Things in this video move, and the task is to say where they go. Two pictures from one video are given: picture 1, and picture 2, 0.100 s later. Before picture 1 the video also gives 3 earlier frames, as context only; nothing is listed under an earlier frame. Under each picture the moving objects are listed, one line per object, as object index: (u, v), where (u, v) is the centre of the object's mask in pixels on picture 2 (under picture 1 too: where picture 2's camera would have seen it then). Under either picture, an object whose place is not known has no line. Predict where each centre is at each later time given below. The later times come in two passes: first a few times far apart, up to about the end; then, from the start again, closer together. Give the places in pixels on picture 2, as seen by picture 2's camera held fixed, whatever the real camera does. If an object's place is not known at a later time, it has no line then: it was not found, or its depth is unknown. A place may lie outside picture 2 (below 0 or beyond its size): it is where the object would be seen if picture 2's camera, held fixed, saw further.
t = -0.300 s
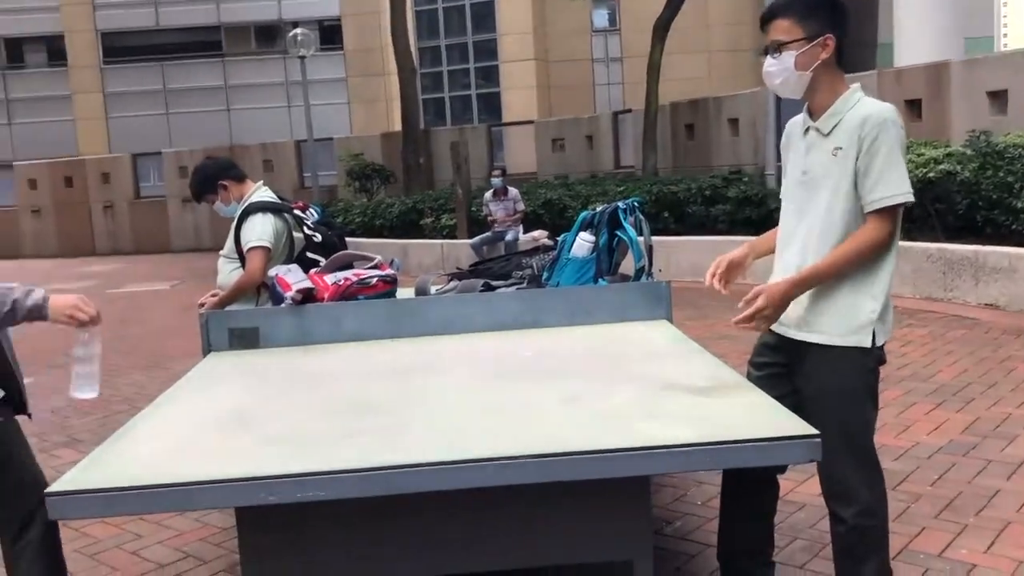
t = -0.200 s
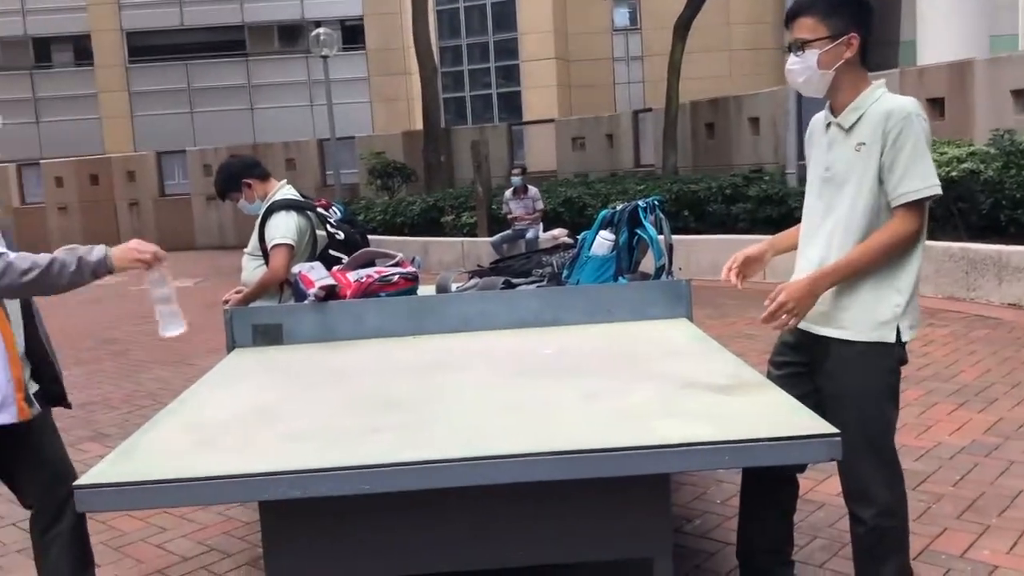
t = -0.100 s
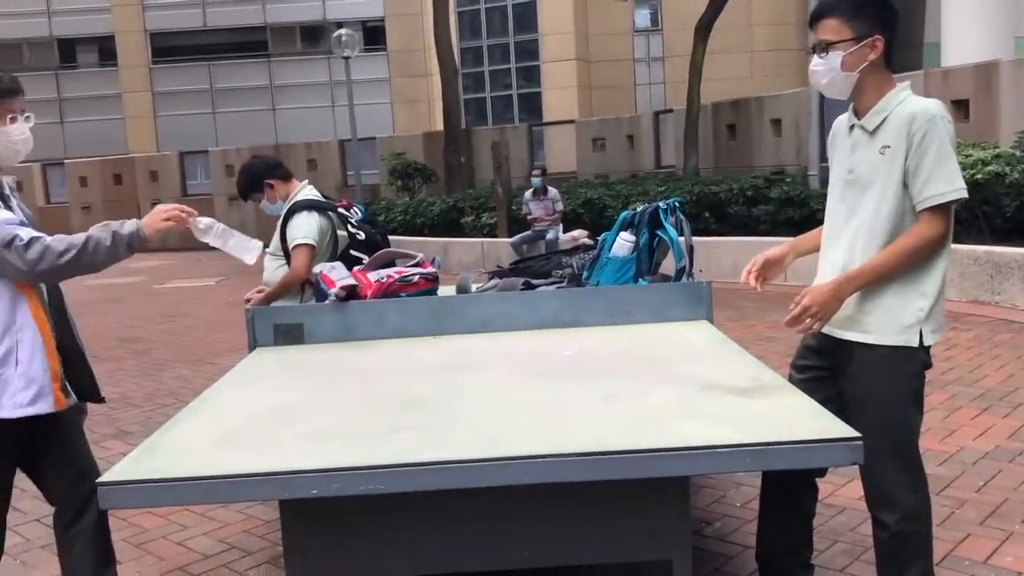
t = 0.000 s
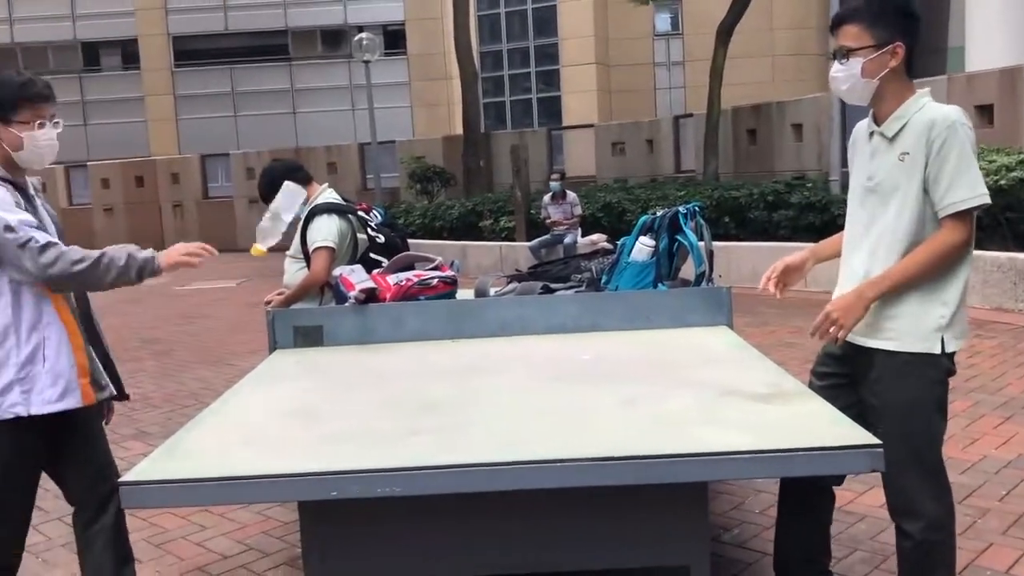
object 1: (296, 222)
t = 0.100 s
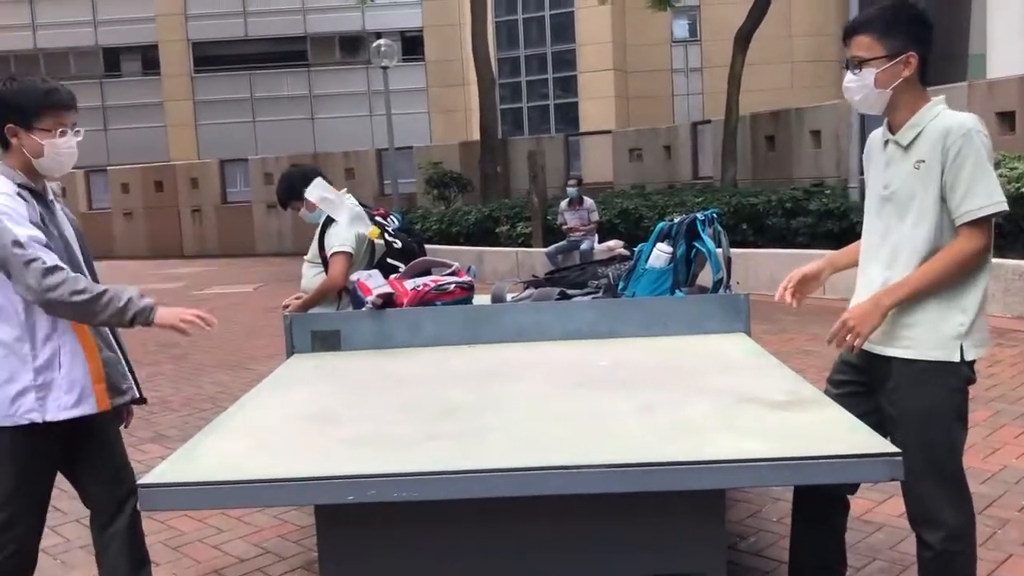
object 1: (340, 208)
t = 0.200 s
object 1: (376, 226)
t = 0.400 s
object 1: (415, 362)
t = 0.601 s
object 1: (413, 362)
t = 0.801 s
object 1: (415, 362)
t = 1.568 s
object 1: (414, 362)
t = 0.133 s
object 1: (352, 209)
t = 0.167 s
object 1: (360, 216)
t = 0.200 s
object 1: (376, 226)
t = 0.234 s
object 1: (377, 246)
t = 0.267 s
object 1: (385, 268)
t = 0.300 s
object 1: (394, 294)
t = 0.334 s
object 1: (403, 323)
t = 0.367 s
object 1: (414, 359)
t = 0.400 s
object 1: (415, 362)
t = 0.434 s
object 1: (415, 362)
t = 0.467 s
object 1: (415, 361)
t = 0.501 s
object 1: (416, 361)
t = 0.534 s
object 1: (416, 361)
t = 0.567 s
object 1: (415, 362)
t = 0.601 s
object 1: (413, 362)
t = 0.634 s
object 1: (413, 362)
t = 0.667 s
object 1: (414, 362)
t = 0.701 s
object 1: (415, 362)
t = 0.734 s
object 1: (414, 362)
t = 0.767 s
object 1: (415, 362)
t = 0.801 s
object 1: (415, 362)
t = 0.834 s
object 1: (414, 362)
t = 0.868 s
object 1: (414, 362)
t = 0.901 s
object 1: (414, 362)
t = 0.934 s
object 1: (414, 362)
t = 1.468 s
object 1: (414, 362)
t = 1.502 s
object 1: (414, 362)
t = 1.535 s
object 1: (414, 362)
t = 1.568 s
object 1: (414, 362)
